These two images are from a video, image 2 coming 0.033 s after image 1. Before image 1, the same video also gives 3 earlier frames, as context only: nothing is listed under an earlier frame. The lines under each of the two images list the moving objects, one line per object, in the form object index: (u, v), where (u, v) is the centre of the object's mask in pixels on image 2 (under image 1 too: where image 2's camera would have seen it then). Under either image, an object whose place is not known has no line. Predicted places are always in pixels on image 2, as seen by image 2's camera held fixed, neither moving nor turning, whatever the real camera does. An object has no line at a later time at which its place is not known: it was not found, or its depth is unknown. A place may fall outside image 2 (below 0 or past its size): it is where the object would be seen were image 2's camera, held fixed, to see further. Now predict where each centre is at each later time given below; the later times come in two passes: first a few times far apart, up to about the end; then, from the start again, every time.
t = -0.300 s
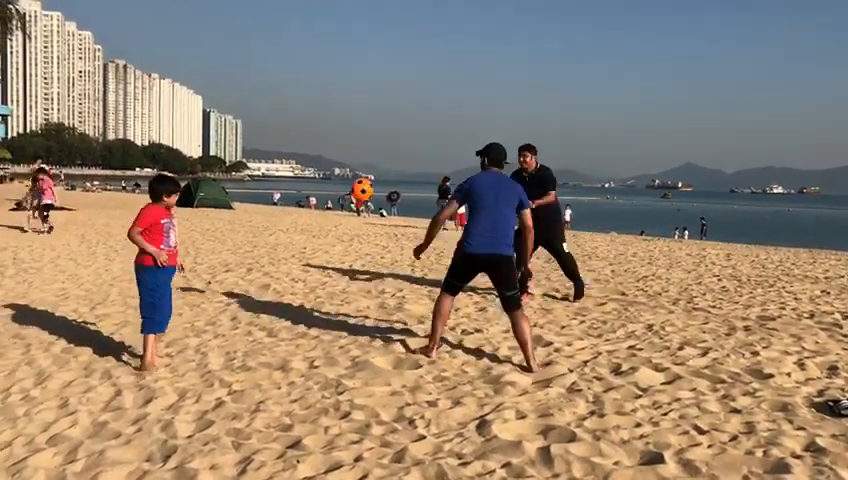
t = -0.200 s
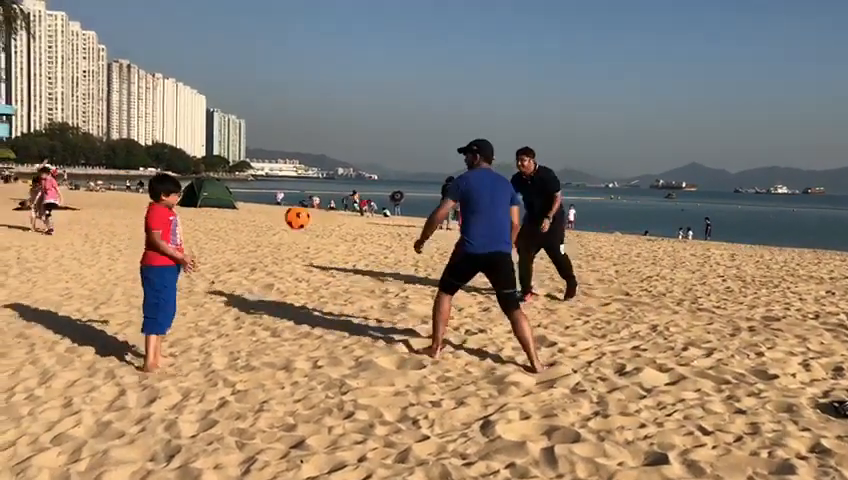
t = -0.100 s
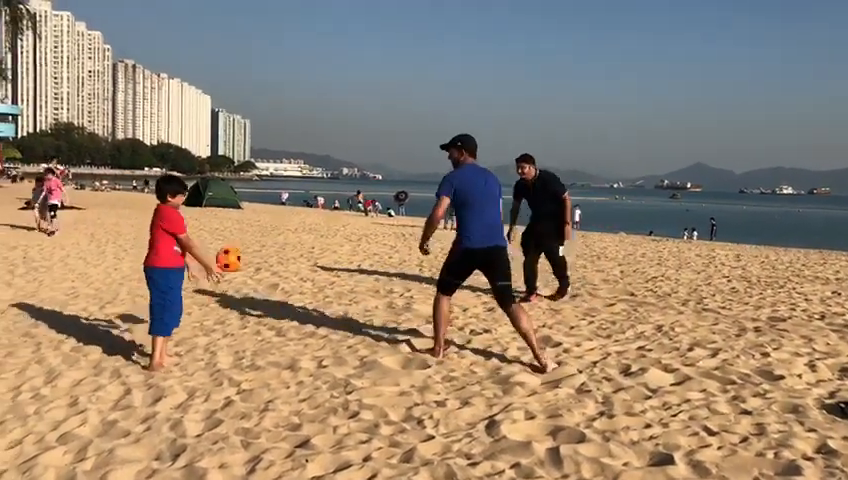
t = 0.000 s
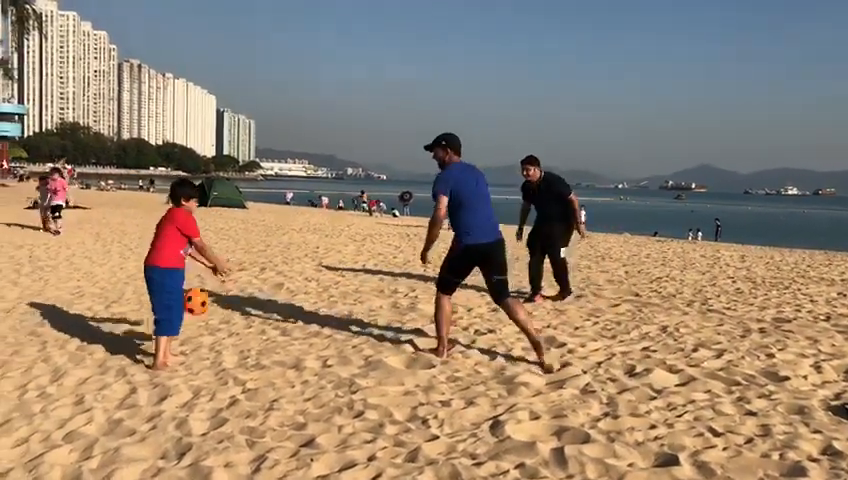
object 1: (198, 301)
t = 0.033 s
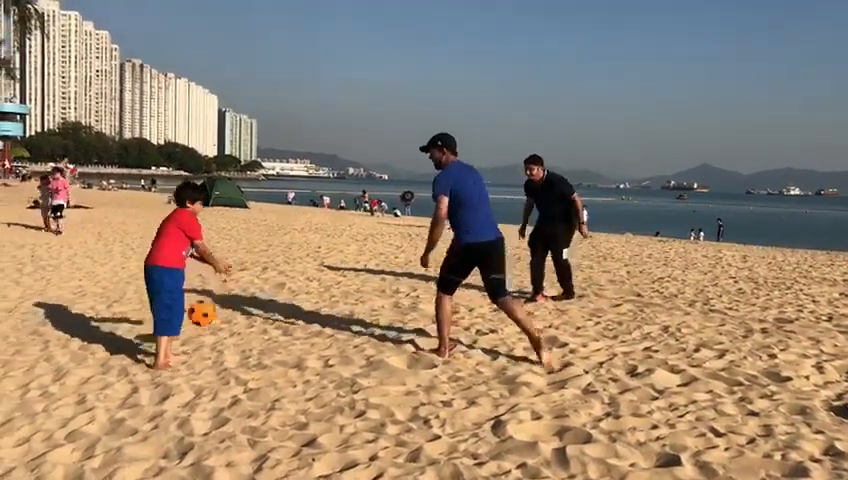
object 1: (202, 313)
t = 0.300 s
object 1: (241, 332)
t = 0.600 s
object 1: (277, 330)
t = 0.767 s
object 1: (291, 328)
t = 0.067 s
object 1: (205, 326)
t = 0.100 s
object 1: (208, 340)
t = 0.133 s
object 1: (213, 341)
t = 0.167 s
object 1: (219, 337)
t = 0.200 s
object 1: (224, 333)
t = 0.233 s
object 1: (230, 331)
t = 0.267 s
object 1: (235, 331)
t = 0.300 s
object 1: (241, 332)
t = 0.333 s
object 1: (245, 334)
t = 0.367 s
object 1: (250, 336)
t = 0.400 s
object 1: (254, 336)
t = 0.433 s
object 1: (259, 334)
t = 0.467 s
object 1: (263, 332)
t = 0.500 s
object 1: (267, 331)
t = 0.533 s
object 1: (270, 330)
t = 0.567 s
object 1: (273, 330)
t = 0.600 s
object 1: (277, 330)
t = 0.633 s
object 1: (280, 329)
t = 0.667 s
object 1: (282, 330)
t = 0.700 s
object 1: (285, 330)
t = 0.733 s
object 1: (289, 328)
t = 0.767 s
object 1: (291, 328)
